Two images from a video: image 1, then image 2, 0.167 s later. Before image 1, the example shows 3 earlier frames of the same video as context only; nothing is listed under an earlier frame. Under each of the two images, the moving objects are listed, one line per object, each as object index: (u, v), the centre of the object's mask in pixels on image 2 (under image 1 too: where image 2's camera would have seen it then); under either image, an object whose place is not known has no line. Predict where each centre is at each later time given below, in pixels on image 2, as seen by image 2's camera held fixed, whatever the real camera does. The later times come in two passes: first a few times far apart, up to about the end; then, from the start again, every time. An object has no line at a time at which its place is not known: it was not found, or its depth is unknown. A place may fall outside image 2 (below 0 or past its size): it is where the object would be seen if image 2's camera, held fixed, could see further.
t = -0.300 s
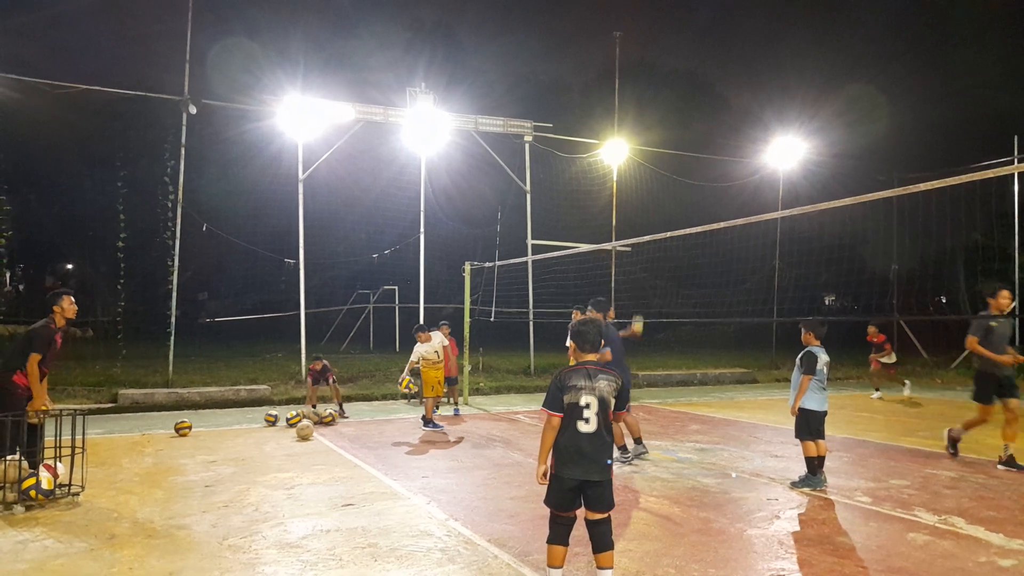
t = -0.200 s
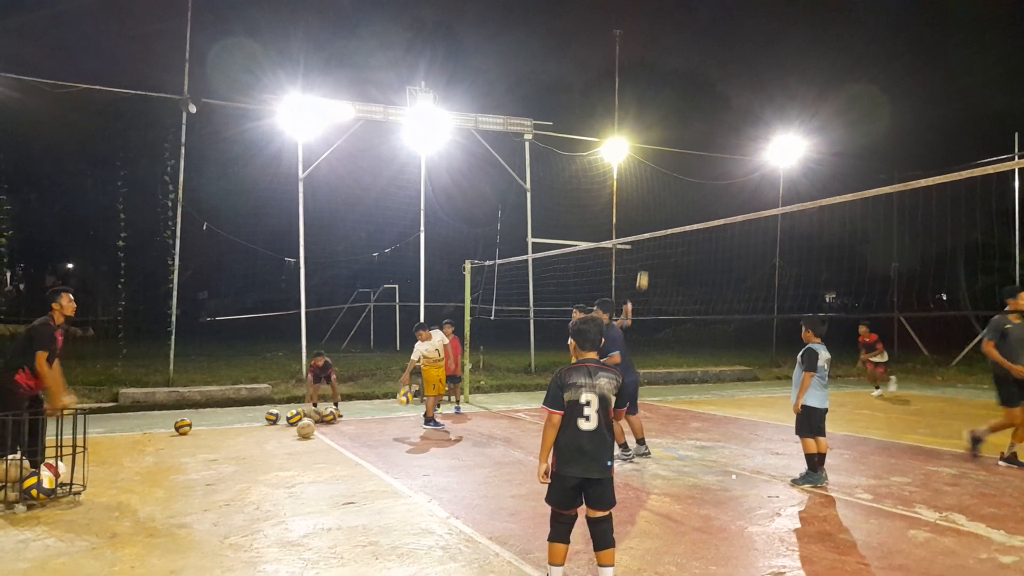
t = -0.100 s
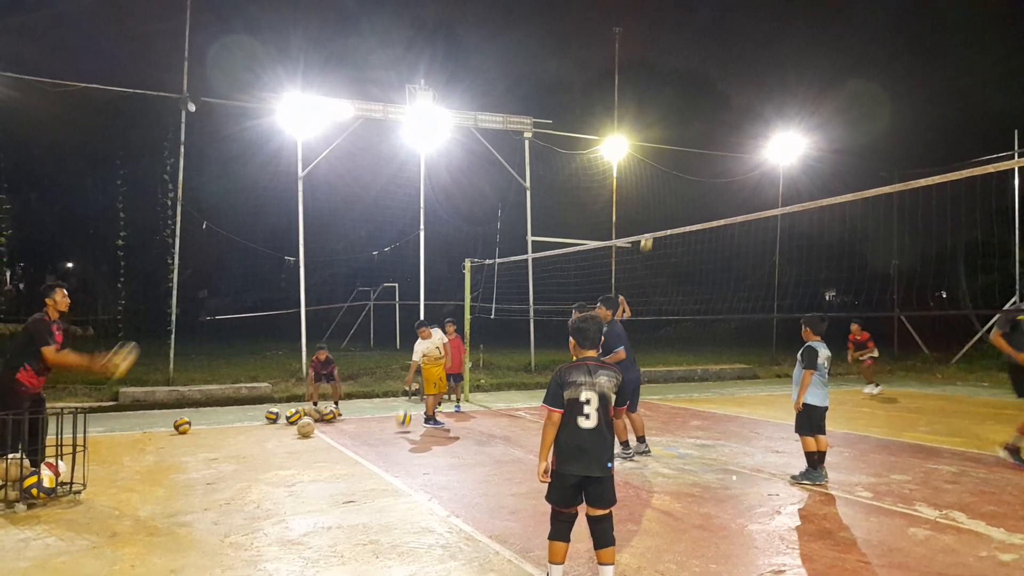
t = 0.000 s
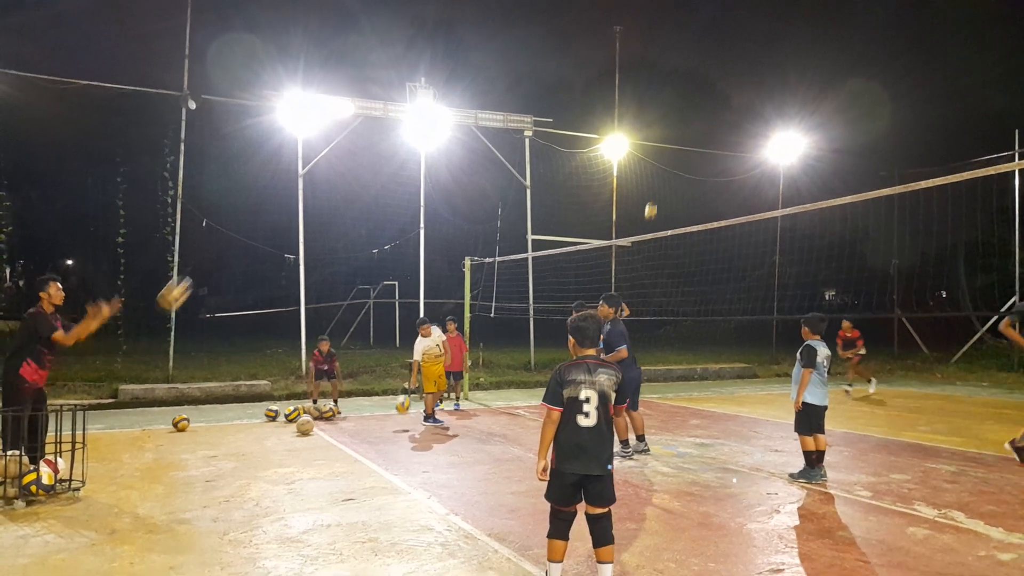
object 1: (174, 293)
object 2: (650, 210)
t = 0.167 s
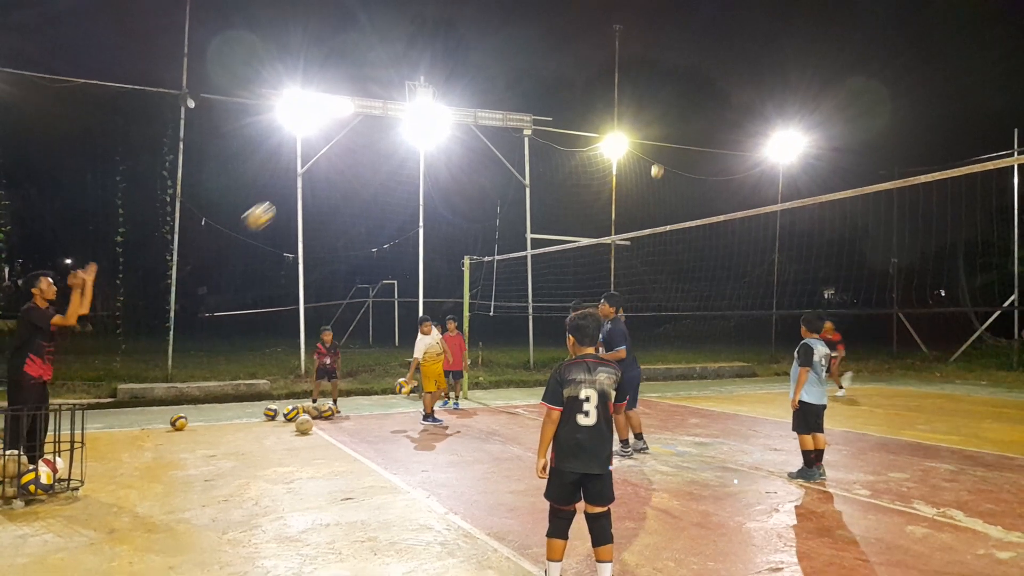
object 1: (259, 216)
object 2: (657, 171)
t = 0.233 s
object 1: (289, 196)
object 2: (660, 160)
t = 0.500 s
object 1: (402, 162)
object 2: (672, 140)
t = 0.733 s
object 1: (488, 188)
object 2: (683, 153)
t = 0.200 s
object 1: (275, 205)
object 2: (658, 165)
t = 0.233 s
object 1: (289, 196)
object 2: (660, 160)
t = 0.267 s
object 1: (306, 186)
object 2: (661, 155)
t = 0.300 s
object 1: (321, 180)
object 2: (663, 151)
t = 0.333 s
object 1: (335, 174)
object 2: (664, 148)
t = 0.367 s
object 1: (349, 170)
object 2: (666, 145)
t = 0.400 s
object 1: (363, 165)
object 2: (667, 143)
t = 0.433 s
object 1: (376, 163)
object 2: (669, 141)
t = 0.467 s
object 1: (389, 162)
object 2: (670, 140)
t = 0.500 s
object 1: (402, 162)
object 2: (672, 140)
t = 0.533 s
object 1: (416, 162)
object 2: (673, 140)
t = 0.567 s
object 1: (428, 164)
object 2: (675, 140)
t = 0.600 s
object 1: (440, 167)
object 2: (676, 142)
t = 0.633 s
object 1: (453, 171)
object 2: (678, 144)
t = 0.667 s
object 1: (465, 176)
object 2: (680, 146)
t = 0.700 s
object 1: (476, 181)
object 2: (681, 149)
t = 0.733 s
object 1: (488, 188)
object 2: (683, 153)
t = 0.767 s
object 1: (499, 196)
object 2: (684, 157)
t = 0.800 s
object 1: (510, 205)
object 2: (686, 162)
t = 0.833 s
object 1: (521, 213)
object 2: (687, 167)
